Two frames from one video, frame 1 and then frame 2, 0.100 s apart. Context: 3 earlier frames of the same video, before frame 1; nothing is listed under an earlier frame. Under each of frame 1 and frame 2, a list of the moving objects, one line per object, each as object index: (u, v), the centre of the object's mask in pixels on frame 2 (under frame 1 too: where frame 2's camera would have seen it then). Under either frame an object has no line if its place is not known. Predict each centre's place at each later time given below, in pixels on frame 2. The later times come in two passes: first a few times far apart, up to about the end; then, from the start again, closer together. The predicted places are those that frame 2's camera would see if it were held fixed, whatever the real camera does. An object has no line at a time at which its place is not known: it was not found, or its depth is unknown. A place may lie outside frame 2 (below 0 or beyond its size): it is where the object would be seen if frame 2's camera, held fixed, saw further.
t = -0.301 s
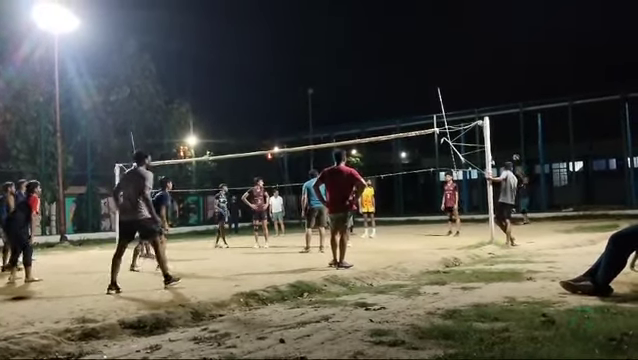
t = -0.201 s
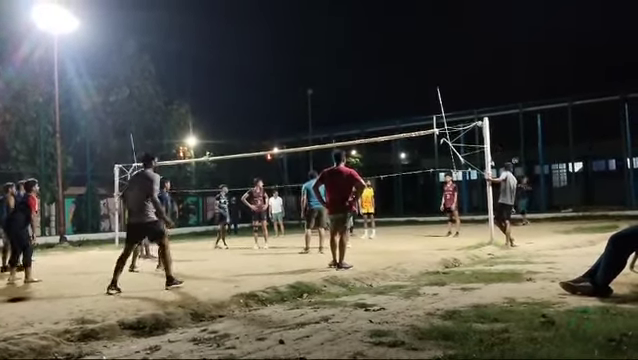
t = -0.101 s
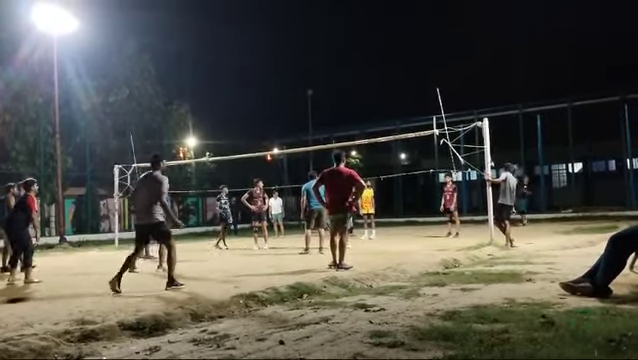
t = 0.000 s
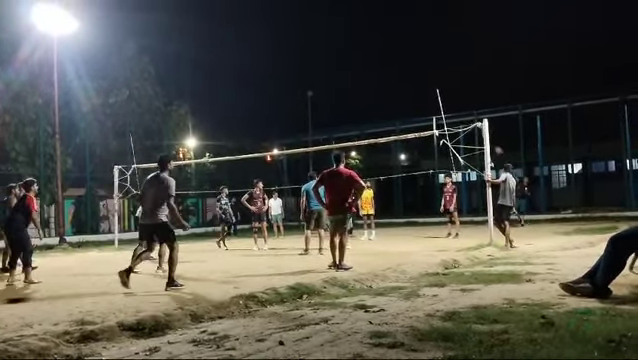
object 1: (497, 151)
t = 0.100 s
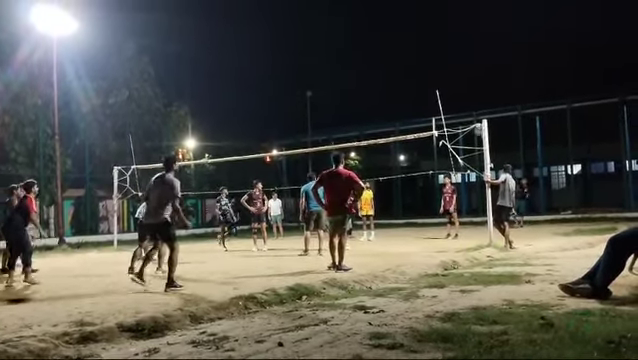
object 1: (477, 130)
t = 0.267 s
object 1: (444, 104)
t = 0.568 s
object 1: (379, 70)
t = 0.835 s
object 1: (310, 61)
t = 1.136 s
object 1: (219, 85)
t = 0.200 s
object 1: (458, 114)
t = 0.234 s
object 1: (451, 109)
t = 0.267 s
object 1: (444, 104)
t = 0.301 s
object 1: (437, 99)
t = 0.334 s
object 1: (430, 95)
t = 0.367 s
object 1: (423, 90)
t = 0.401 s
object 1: (416, 86)
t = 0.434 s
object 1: (409, 83)
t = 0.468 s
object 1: (402, 79)
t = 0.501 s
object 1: (394, 76)
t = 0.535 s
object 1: (387, 73)
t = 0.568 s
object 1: (379, 70)
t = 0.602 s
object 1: (371, 68)
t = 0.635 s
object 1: (363, 66)
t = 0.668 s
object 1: (355, 64)
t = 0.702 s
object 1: (346, 63)
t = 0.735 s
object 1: (337, 62)
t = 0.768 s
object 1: (329, 61)
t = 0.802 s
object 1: (320, 61)
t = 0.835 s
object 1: (310, 61)
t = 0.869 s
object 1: (301, 62)
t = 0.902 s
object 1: (291, 63)
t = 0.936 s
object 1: (282, 65)
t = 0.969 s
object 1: (271, 67)
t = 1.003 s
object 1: (261, 69)
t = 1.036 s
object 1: (251, 72)
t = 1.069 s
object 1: (240, 76)
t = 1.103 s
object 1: (229, 81)
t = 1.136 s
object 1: (219, 85)
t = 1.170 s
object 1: (207, 91)
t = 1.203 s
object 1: (196, 96)
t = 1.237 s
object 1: (184, 103)
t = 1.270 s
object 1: (172, 110)
